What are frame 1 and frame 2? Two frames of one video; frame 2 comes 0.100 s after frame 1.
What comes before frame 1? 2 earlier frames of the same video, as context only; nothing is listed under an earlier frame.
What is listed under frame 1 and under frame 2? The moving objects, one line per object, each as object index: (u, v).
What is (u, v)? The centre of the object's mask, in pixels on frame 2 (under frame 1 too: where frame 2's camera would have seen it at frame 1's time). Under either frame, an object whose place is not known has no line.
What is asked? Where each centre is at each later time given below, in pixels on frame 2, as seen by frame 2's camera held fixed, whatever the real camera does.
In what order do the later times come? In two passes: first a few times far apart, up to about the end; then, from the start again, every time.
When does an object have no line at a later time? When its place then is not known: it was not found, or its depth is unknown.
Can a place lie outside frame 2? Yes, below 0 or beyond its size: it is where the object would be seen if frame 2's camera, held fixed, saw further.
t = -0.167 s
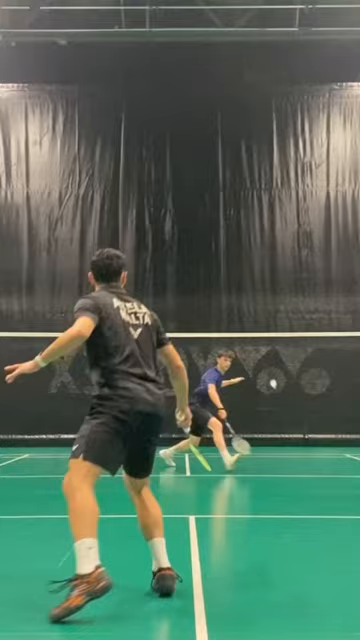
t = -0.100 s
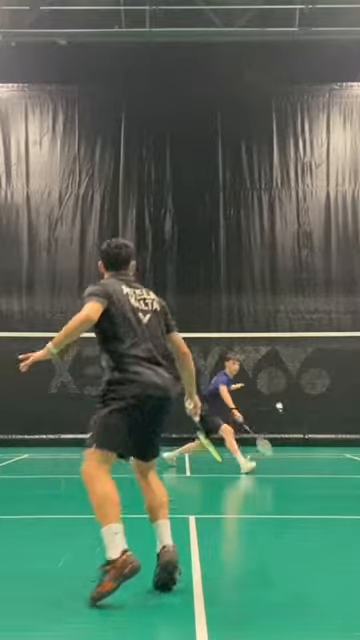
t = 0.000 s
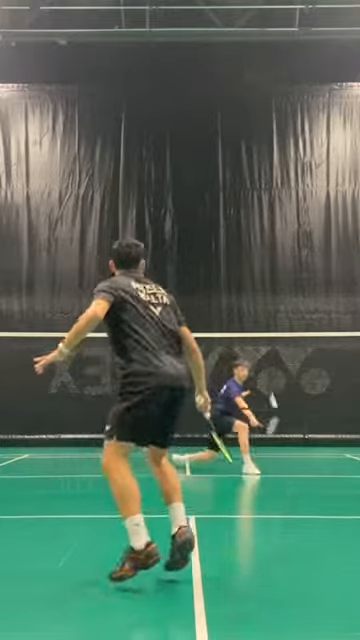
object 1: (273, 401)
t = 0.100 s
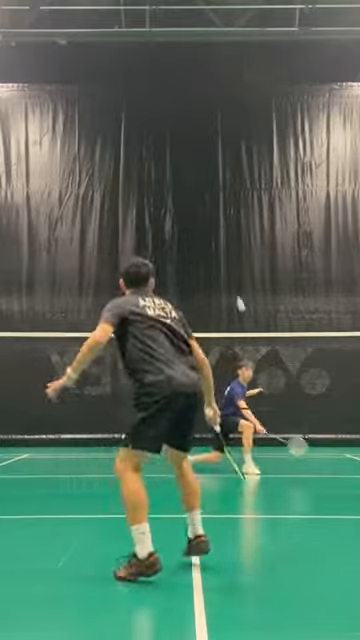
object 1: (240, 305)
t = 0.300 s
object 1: (184, 164)
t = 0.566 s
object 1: (109, 57)
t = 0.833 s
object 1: (27, 41)
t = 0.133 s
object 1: (231, 277)
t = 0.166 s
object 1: (221, 251)
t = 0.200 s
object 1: (211, 228)
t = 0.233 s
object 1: (202, 205)
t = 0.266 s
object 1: (193, 184)
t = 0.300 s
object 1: (184, 164)
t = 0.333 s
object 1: (174, 147)
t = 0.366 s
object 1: (166, 130)
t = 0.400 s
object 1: (157, 115)
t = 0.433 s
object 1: (147, 100)
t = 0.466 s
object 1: (138, 87)
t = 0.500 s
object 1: (128, 76)
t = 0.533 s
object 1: (119, 66)
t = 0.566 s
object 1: (109, 57)
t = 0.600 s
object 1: (100, 50)
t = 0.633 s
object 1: (90, 43)
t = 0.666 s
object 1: (80, 39)
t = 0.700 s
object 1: (69, 37)
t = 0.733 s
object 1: (59, 36)
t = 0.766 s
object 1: (49, 35)
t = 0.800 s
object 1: (38, 38)
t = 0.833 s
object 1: (27, 41)
